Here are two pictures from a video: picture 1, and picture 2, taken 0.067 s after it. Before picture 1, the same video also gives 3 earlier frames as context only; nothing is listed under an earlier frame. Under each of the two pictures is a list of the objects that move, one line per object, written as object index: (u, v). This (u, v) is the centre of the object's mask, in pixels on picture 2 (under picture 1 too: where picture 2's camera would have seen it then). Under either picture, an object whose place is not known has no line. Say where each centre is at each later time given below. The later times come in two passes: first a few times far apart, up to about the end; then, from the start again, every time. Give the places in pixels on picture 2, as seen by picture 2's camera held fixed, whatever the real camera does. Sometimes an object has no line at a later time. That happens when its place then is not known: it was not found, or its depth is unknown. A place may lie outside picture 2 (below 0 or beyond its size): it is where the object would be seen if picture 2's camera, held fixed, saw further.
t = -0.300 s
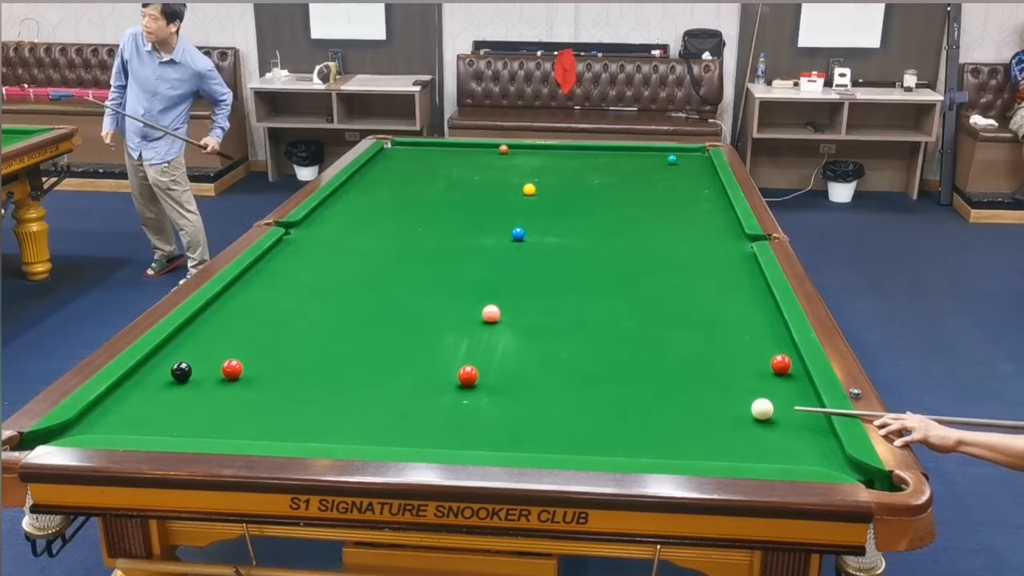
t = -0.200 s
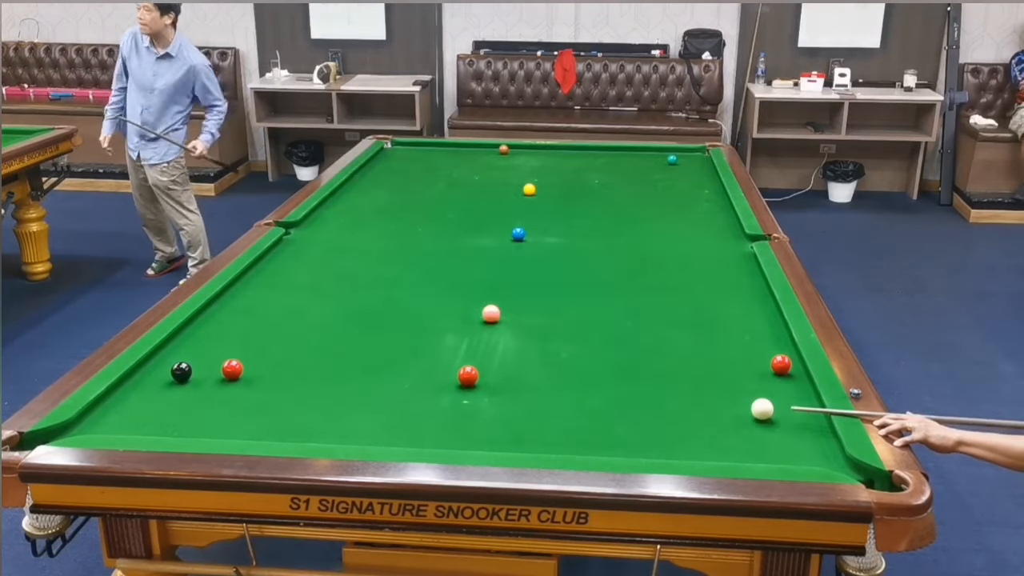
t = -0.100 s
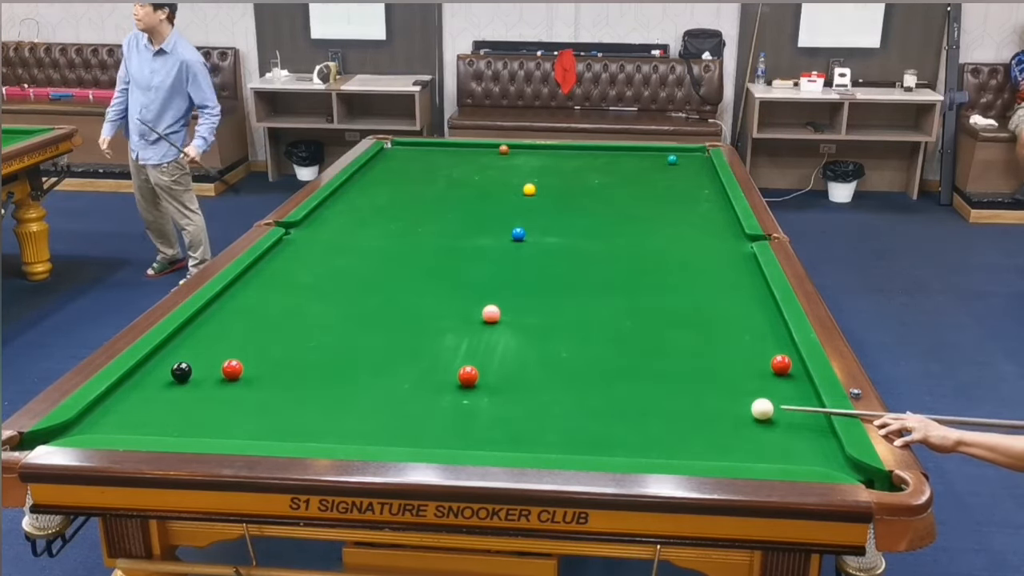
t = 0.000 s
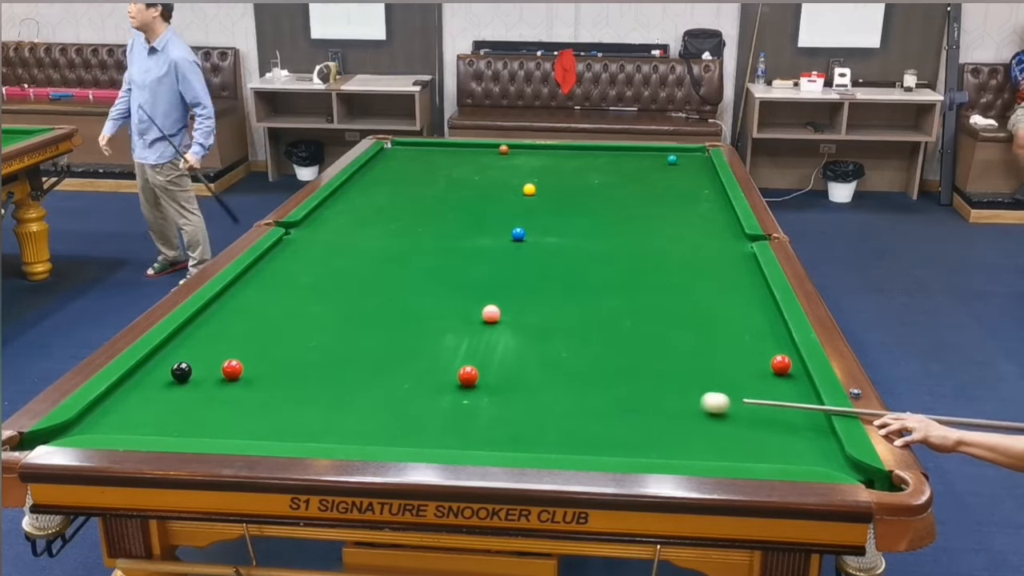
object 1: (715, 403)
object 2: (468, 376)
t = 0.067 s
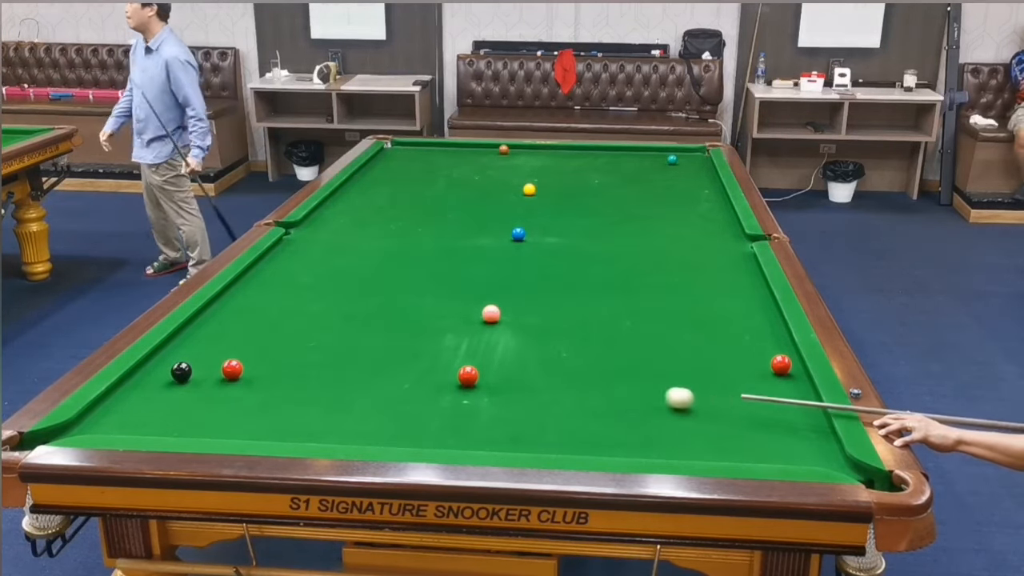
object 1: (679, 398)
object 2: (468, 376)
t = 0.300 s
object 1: (561, 382)
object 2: (468, 376)
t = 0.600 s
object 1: (461, 358)
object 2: (431, 382)
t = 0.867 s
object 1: (411, 334)
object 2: (369, 394)
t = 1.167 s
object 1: (363, 312)
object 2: (299, 406)
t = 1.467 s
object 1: (321, 292)
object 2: (229, 418)
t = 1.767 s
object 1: (285, 275)
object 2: (159, 428)
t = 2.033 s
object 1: (261, 262)
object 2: (115, 428)
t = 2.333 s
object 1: (301, 255)
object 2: (85, 421)
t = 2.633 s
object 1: (336, 248)
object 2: (114, 416)
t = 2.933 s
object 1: (367, 242)
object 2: (142, 413)
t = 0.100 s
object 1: (662, 396)
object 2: (468, 376)
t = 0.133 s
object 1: (644, 393)
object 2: (468, 376)
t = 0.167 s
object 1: (627, 391)
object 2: (468, 376)
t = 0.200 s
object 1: (610, 389)
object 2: (468, 376)
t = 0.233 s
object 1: (593, 386)
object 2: (468, 376)
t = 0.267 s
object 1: (577, 384)
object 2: (468, 376)
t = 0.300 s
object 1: (561, 382)
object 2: (468, 376)
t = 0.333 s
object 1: (545, 380)
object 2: (468, 376)
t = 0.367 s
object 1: (529, 378)
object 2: (468, 376)
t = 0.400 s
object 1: (513, 376)
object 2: (468, 376)
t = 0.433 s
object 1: (498, 374)
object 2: (468, 376)
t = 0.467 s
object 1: (485, 371)
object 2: (465, 377)
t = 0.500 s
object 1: (480, 367)
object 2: (456, 378)
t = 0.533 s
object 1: (474, 364)
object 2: (447, 380)
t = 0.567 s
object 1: (468, 361)
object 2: (439, 381)
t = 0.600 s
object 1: (461, 358)
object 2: (431, 382)
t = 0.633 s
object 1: (454, 355)
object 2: (423, 384)
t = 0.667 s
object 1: (448, 352)
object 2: (416, 385)
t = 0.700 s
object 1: (441, 348)
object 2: (408, 387)
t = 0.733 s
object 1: (435, 346)
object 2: (400, 388)
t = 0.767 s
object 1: (429, 343)
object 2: (393, 389)
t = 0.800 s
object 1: (423, 340)
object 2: (385, 391)
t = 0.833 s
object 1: (417, 337)
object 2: (377, 392)
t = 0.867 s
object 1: (411, 334)
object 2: (369, 394)
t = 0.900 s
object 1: (405, 332)
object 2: (361, 395)
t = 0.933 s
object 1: (400, 329)
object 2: (353, 396)
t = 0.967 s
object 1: (394, 326)
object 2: (346, 398)
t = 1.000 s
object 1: (389, 324)
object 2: (338, 399)
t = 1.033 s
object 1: (383, 321)
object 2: (330, 400)
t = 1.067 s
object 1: (378, 319)
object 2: (322, 402)
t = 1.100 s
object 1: (373, 316)
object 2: (315, 403)
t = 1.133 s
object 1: (368, 314)
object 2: (307, 404)
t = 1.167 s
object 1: (363, 312)
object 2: (299, 406)
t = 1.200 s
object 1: (358, 309)
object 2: (291, 407)
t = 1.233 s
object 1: (353, 307)
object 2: (283, 409)
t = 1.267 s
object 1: (348, 305)
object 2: (276, 410)
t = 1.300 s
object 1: (343, 303)
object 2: (268, 411)
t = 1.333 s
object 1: (339, 301)
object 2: (260, 413)
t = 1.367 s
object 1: (334, 298)
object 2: (252, 414)
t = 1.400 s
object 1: (330, 296)
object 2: (245, 415)
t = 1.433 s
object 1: (325, 294)
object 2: (237, 417)
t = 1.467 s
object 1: (321, 292)
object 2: (229, 418)
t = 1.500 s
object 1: (316, 290)
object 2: (221, 420)
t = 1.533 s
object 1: (312, 288)
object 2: (213, 421)
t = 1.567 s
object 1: (308, 286)
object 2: (206, 422)
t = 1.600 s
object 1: (304, 284)
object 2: (197, 423)
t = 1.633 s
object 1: (300, 283)
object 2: (190, 425)
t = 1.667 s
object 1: (296, 281)
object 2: (182, 425)
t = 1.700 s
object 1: (292, 279)
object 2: (174, 426)
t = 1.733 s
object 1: (288, 277)
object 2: (166, 427)
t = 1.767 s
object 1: (285, 275)
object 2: (159, 428)
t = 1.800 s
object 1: (281, 274)
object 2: (151, 428)
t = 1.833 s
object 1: (277, 272)
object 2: (143, 429)
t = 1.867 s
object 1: (273, 270)
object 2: (135, 430)
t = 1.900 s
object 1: (270, 269)
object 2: (128, 430)
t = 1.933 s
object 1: (266, 267)
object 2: (125, 430)
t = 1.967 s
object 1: (263, 265)
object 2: (121, 429)
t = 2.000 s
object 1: (259, 264)
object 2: (118, 428)
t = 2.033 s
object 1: (261, 262)
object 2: (115, 428)
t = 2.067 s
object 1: (266, 262)
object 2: (111, 427)
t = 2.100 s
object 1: (270, 261)
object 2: (108, 426)
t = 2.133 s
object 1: (275, 260)
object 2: (104, 426)
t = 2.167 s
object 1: (279, 259)
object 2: (101, 425)
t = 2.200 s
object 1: (284, 258)
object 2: (98, 424)
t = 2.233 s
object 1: (288, 257)
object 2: (95, 423)
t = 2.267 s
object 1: (292, 256)
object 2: (91, 423)
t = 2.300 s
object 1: (296, 256)
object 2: (88, 422)
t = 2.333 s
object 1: (301, 255)
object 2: (85, 421)
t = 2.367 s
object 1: (305, 254)
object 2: (86, 421)
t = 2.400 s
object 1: (309, 253)
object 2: (89, 420)
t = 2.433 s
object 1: (313, 253)
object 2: (93, 420)
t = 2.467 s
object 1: (317, 252)
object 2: (97, 419)
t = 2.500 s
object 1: (321, 251)
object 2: (100, 419)
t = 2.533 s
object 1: (325, 250)
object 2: (104, 418)
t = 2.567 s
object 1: (328, 250)
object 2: (107, 417)
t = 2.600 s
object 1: (332, 249)
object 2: (111, 417)
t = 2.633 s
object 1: (336, 248)
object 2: (114, 416)
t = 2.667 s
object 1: (340, 247)
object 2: (118, 416)
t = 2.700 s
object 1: (343, 246)
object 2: (121, 416)
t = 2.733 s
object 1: (347, 246)
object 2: (124, 415)
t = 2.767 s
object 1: (350, 245)
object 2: (127, 415)
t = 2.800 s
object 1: (354, 244)
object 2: (130, 414)
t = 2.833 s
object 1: (357, 244)
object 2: (133, 414)
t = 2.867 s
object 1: (361, 243)
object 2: (136, 414)
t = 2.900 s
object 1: (364, 242)
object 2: (139, 413)
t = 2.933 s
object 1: (367, 242)
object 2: (142, 413)
